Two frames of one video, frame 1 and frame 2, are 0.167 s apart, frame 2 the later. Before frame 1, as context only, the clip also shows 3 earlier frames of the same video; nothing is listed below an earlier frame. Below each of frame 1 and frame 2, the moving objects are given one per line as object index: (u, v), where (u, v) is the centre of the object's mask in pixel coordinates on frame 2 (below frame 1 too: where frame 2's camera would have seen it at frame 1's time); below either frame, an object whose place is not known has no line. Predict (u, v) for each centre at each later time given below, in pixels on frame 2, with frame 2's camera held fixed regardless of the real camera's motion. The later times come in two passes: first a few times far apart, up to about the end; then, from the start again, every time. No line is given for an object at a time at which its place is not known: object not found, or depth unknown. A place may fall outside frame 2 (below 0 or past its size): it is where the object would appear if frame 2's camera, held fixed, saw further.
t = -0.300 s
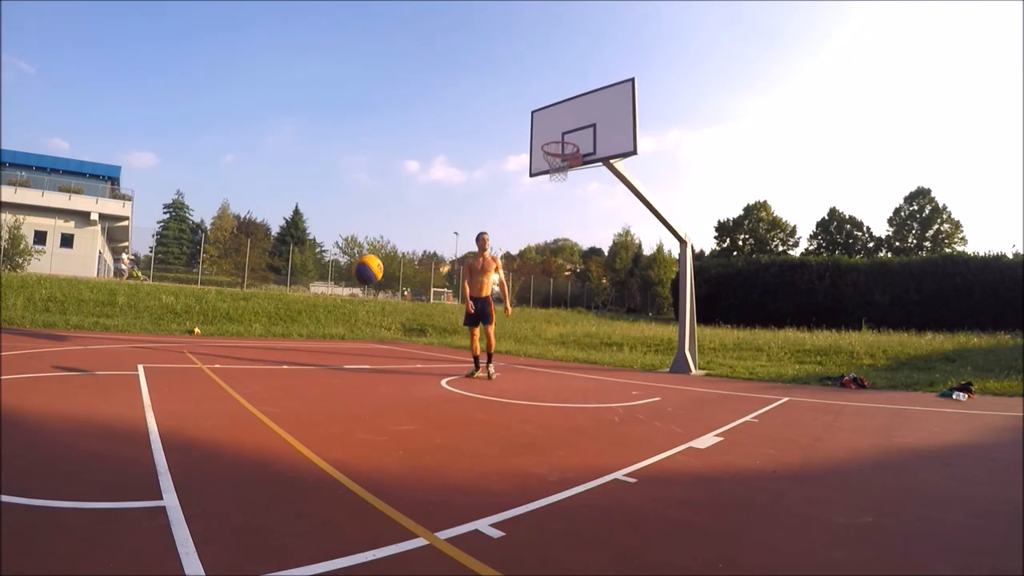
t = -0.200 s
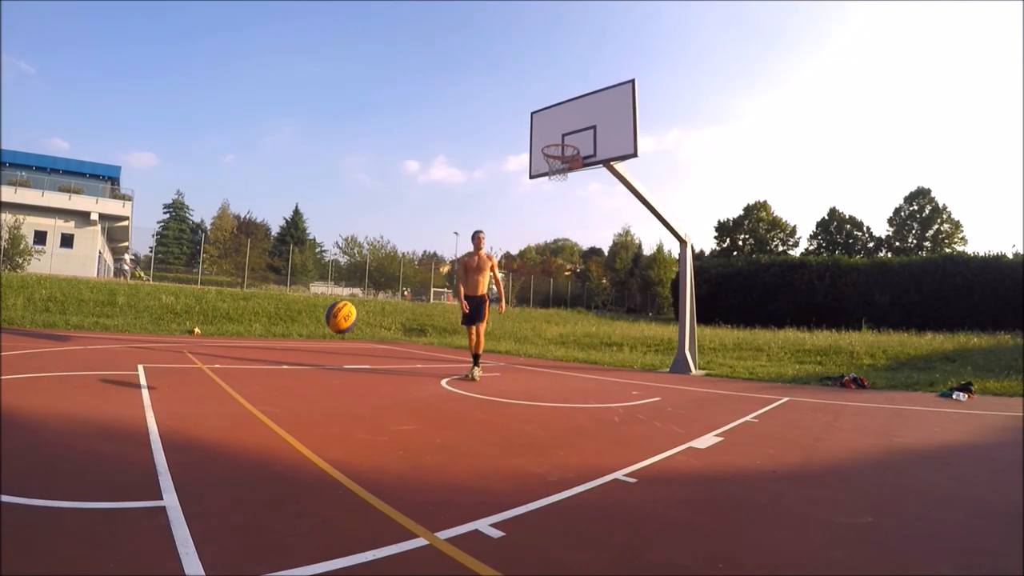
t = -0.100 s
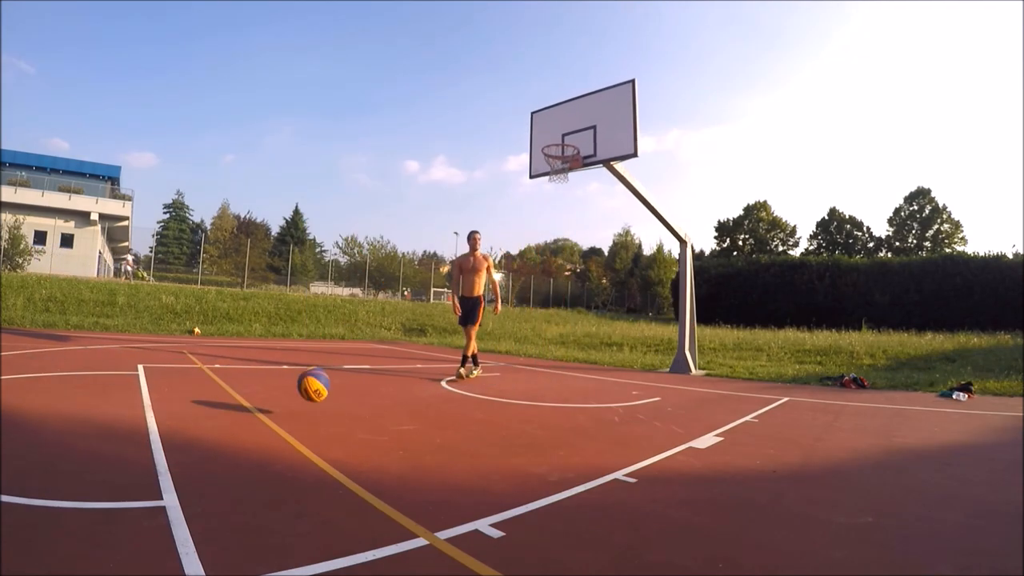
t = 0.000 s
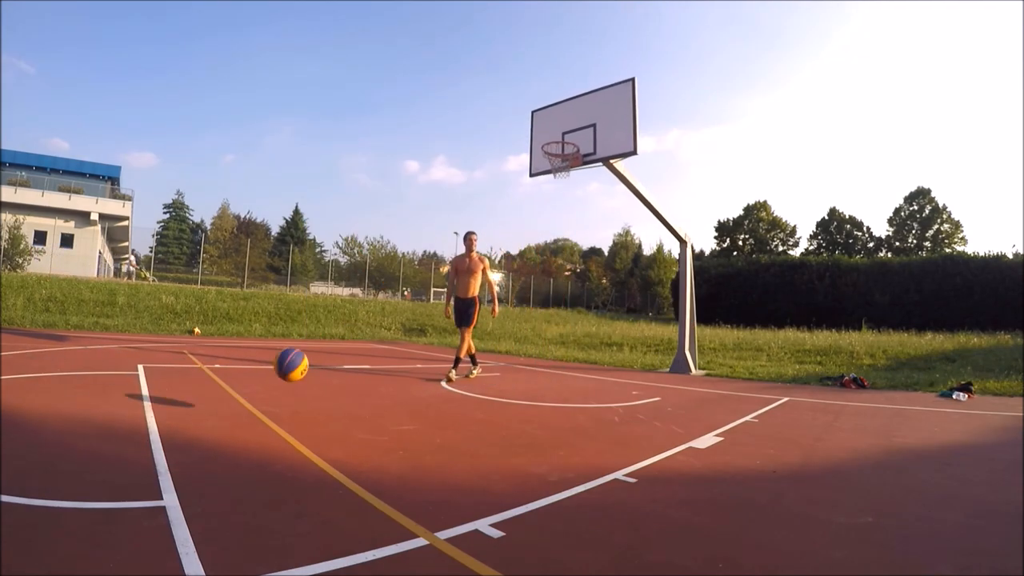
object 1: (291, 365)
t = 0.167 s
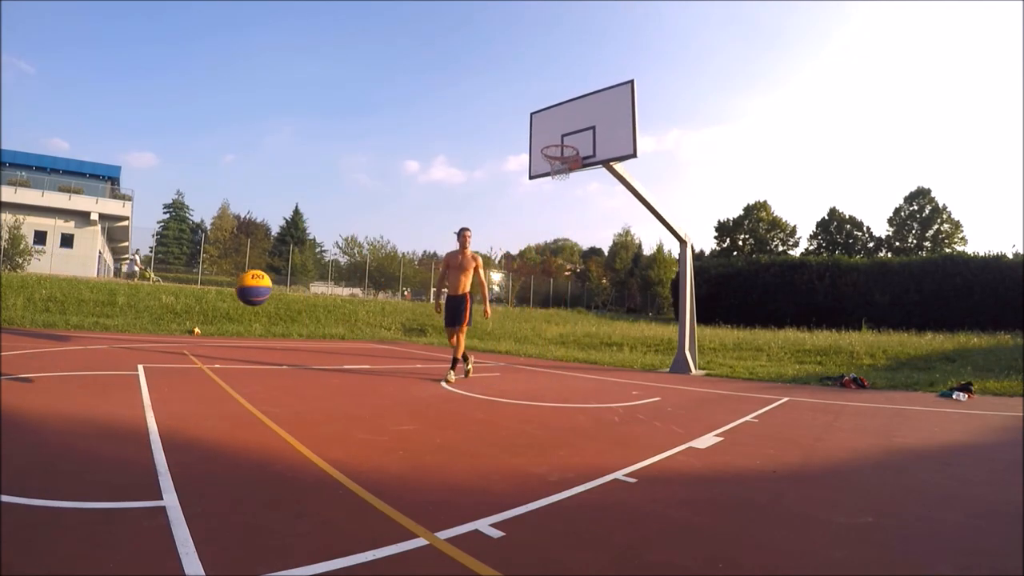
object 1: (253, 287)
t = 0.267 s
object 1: (228, 257)
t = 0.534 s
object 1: (148, 251)
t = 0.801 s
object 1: (47, 396)
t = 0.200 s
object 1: (246, 276)
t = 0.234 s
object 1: (237, 266)
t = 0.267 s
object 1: (228, 257)
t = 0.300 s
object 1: (220, 251)
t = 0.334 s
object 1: (211, 245)
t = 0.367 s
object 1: (202, 241)
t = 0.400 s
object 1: (192, 239)
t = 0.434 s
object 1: (181, 239)
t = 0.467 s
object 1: (171, 241)
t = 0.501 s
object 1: (159, 245)
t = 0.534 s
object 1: (148, 251)
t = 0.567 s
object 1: (135, 260)
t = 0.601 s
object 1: (123, 271)
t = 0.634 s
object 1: (110, 285)
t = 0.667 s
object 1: (97, 301)
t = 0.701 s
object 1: (84, 320)
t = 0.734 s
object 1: (71, 342)
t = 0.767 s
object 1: (58, 368)
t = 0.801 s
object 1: (47, 396)
